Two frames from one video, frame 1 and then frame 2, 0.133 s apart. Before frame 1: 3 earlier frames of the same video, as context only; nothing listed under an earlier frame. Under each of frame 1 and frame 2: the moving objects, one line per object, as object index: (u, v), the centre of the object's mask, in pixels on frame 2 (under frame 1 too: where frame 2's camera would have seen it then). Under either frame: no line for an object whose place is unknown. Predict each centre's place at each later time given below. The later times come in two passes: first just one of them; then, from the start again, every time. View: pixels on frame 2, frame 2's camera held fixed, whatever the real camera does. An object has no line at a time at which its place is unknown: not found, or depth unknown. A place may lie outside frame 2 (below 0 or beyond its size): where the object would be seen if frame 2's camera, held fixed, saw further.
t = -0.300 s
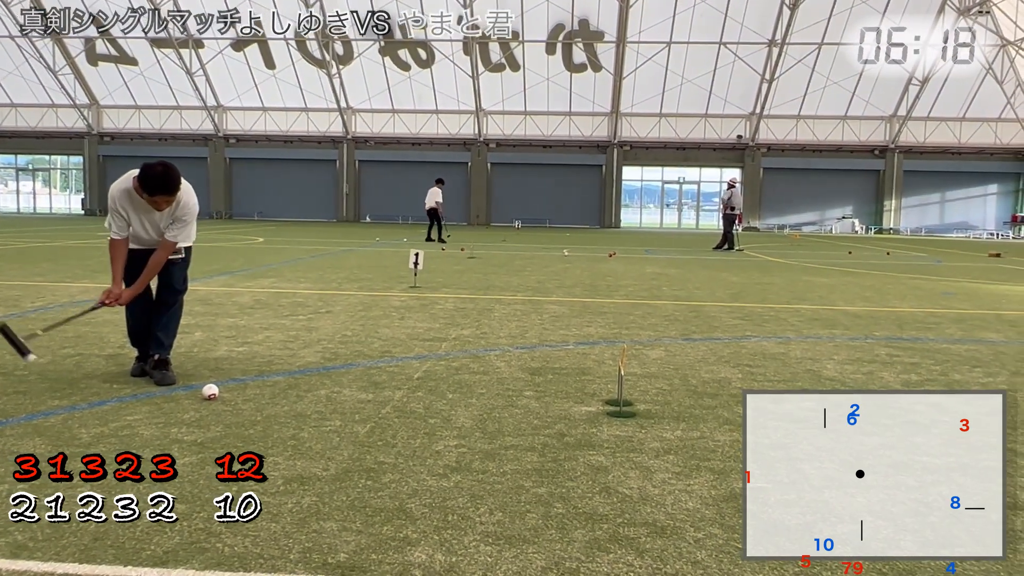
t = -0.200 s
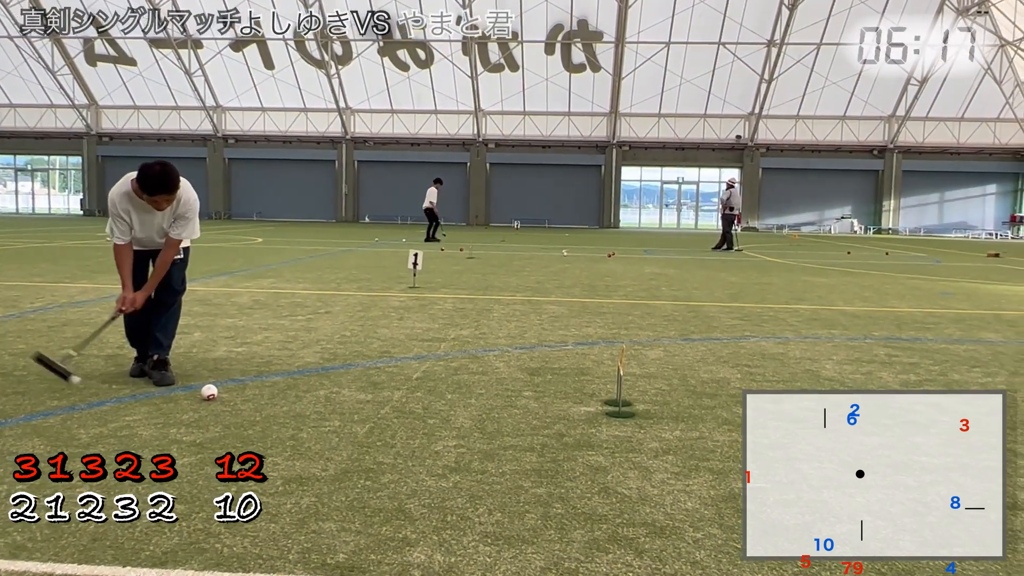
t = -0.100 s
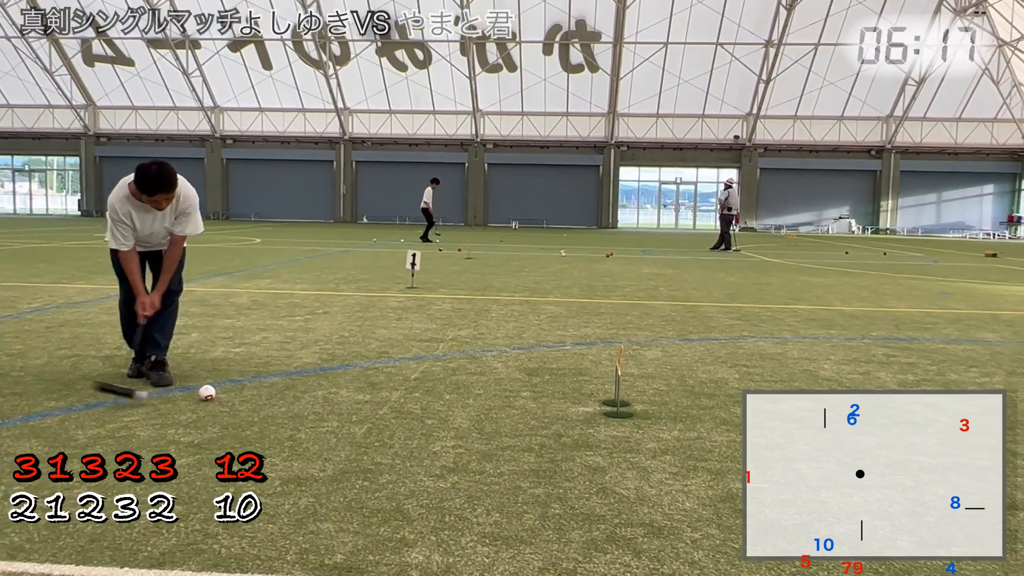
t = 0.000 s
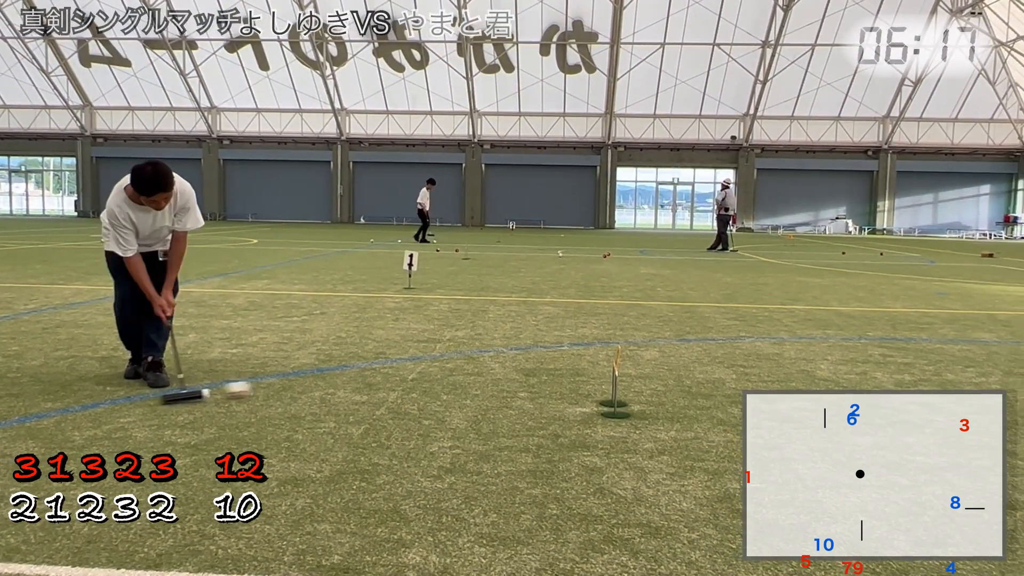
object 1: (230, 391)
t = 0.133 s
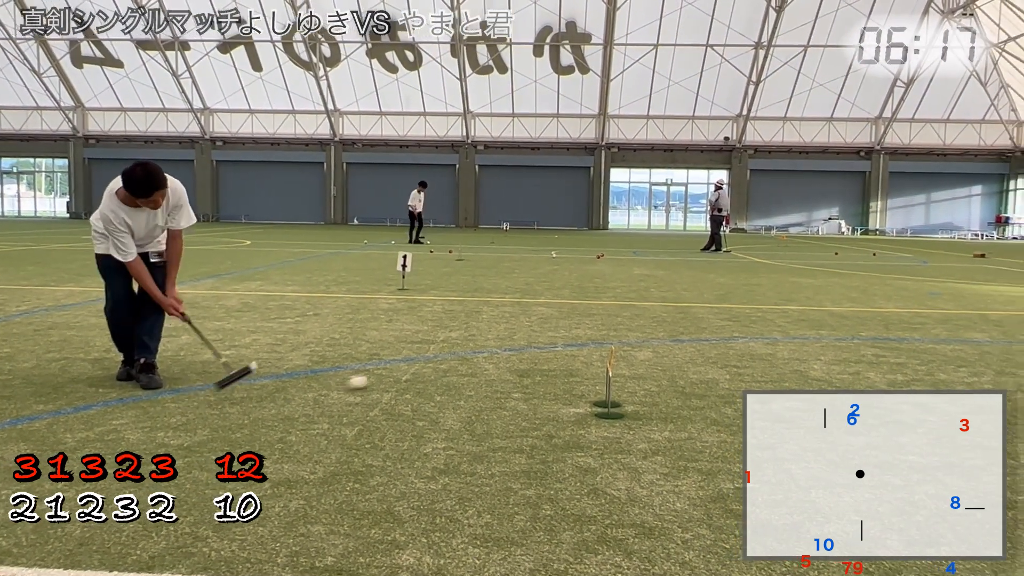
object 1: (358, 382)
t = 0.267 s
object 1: (454, 373)
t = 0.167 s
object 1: (383, 380)
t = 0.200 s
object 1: (408, 377)
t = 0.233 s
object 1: (432, 376)
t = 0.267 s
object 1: (454, 373)
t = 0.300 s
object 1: (475, 372)
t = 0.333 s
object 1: (495, 370)
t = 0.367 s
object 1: (513, 369)
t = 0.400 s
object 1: (530, 367)
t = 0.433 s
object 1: (547, 365)
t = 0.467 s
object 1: (563, 364)
